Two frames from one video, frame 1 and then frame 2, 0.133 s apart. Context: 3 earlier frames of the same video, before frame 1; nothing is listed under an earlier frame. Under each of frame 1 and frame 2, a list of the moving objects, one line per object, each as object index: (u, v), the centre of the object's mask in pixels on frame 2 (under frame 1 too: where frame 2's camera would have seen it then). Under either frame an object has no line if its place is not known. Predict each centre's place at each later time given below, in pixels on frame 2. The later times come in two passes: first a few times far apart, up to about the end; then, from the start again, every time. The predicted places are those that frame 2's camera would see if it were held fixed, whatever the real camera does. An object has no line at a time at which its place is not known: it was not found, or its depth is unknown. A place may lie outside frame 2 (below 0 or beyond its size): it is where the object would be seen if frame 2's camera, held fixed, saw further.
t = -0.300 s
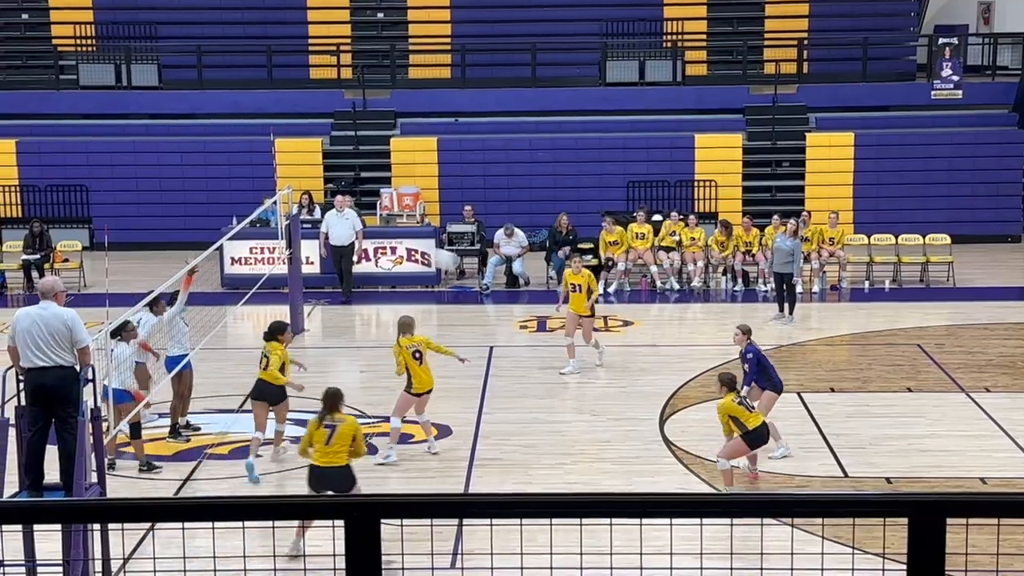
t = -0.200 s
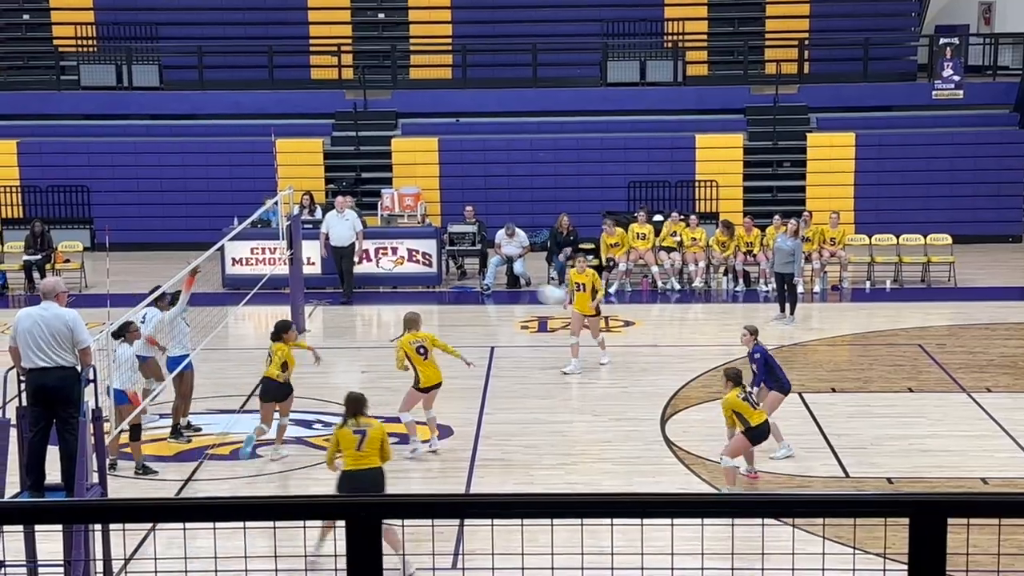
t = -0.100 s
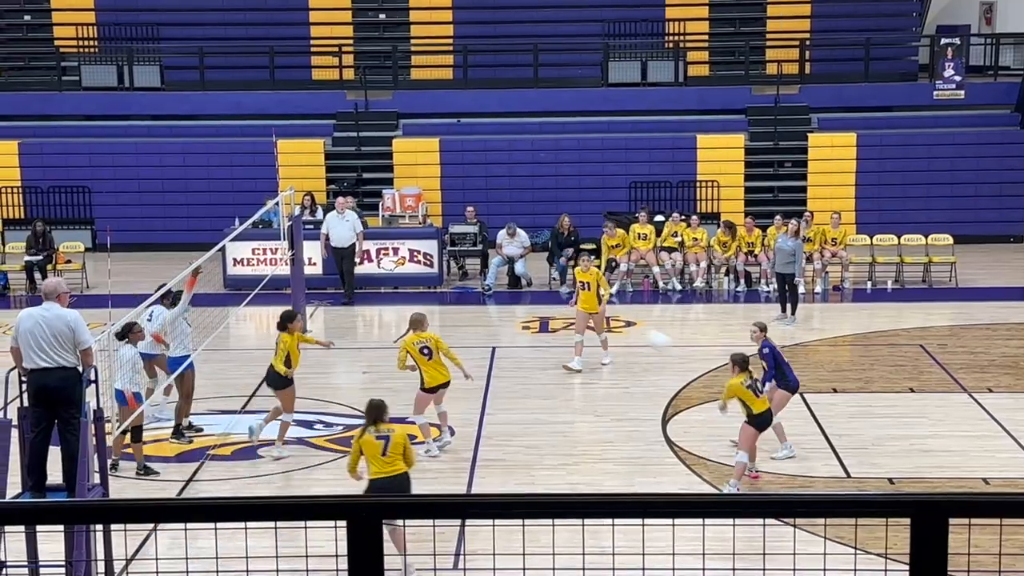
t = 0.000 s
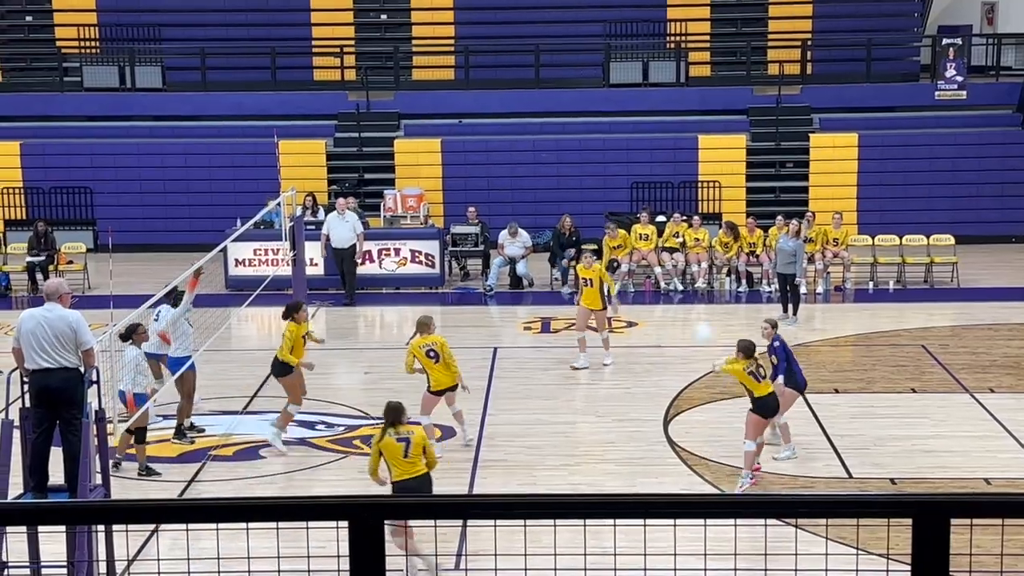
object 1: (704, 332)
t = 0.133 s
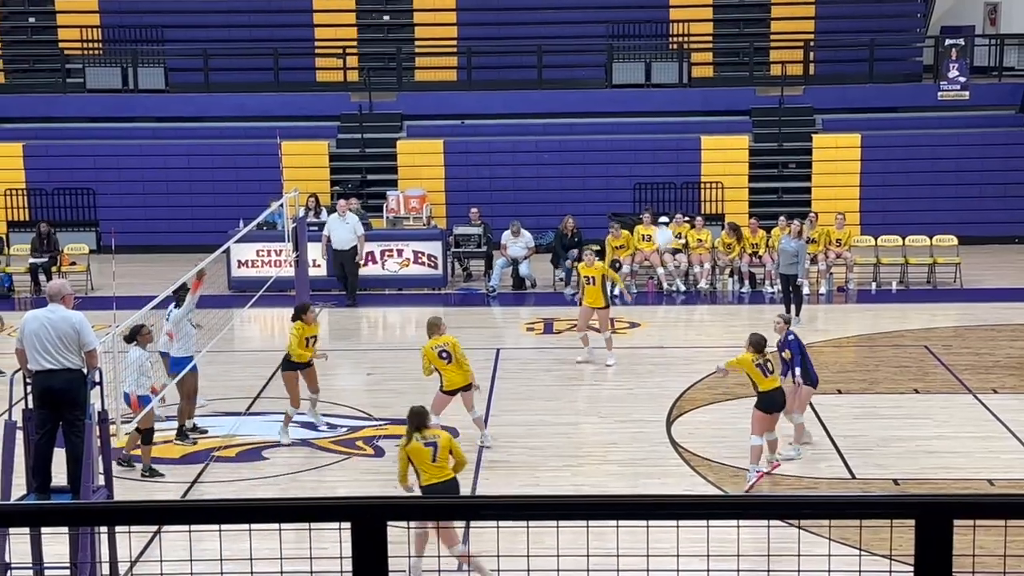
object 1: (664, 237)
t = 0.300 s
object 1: (612, 143)
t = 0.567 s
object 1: (532, 47)
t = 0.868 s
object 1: (447, 20)
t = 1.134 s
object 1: (376, 66)
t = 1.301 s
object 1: (335, 124)
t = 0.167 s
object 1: (652, 216)
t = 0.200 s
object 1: (643, 197)
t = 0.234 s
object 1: (632, 177)
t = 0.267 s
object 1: (622, 160)
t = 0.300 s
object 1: (612, 143)
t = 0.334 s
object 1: (602, 127)
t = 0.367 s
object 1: (591, 112)
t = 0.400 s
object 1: (581, 99)
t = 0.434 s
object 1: (571, 86)
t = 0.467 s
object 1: (561, 74)
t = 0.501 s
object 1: (551, 64)
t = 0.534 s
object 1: (542, 54)
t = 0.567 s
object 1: (532, 47)
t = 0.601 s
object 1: (522, 39)
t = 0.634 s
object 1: (512, 33)
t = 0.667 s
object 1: (503, 28)
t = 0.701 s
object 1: (493, 24)
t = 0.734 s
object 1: (484, 22)
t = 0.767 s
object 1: (474, 20)
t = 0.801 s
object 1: (465, 19)
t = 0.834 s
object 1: (456, 19)
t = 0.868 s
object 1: (447, 20)
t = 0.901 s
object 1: (438, 22)
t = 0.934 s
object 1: (429, 25)
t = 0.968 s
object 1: (419, 30)
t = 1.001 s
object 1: (411, 35)
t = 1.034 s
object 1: (402, 41)
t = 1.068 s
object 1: (394, 48)
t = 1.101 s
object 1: (385, 56)
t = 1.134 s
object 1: (376, 66)
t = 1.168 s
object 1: (368, 76)
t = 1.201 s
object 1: (360, 87)
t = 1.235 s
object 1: (351, 98)
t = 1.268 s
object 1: (343, 110)
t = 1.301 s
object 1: (335, 124)
